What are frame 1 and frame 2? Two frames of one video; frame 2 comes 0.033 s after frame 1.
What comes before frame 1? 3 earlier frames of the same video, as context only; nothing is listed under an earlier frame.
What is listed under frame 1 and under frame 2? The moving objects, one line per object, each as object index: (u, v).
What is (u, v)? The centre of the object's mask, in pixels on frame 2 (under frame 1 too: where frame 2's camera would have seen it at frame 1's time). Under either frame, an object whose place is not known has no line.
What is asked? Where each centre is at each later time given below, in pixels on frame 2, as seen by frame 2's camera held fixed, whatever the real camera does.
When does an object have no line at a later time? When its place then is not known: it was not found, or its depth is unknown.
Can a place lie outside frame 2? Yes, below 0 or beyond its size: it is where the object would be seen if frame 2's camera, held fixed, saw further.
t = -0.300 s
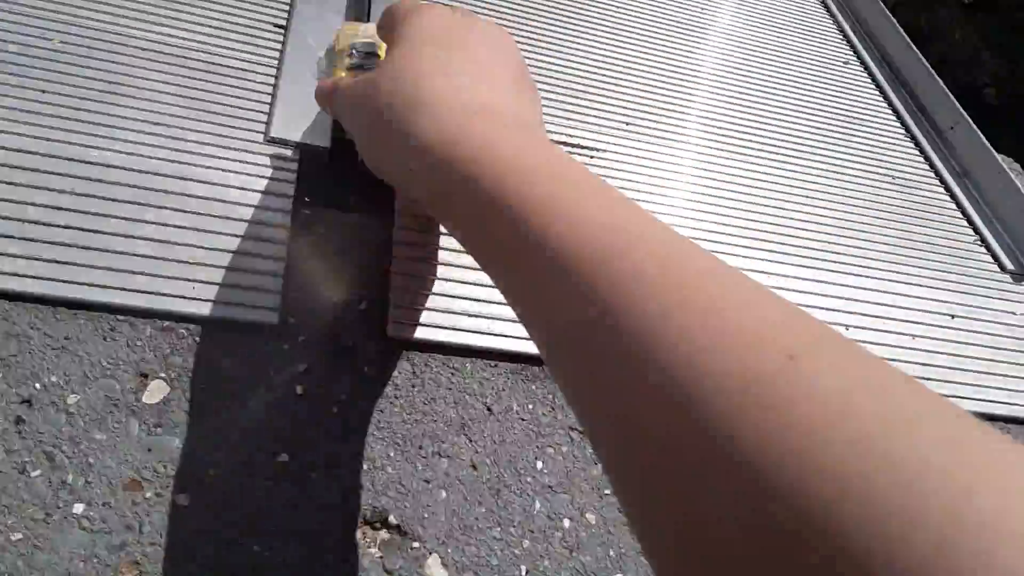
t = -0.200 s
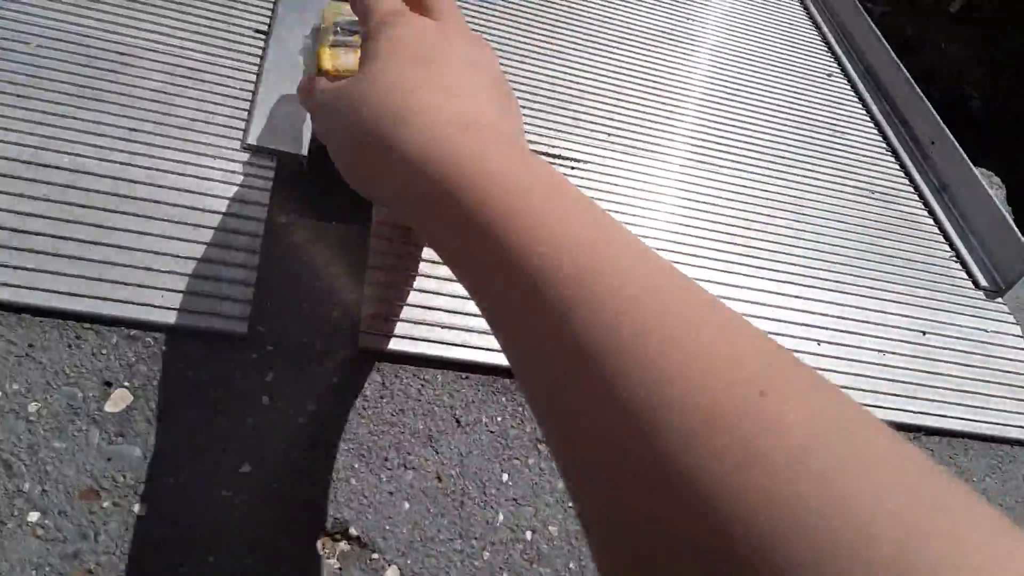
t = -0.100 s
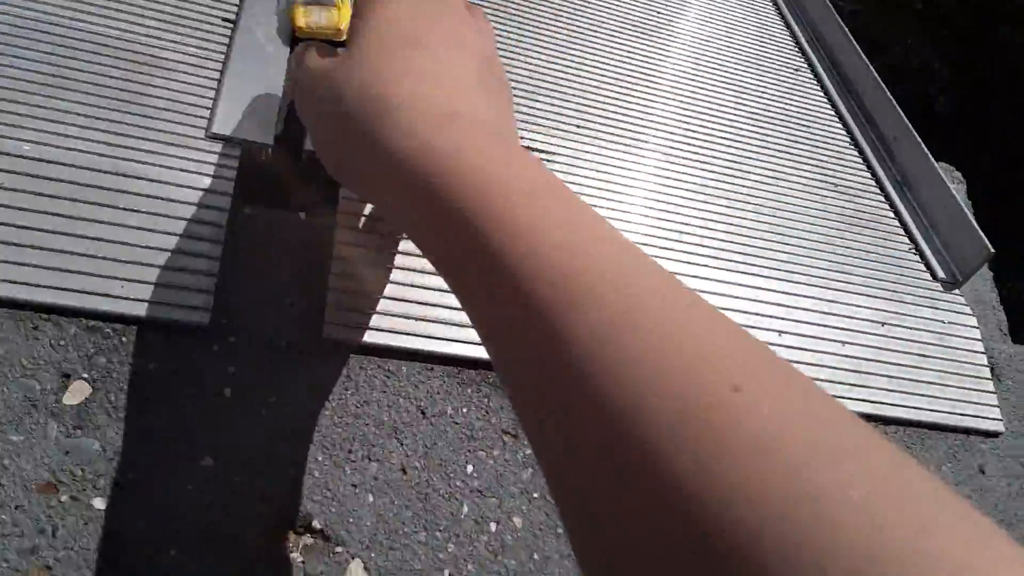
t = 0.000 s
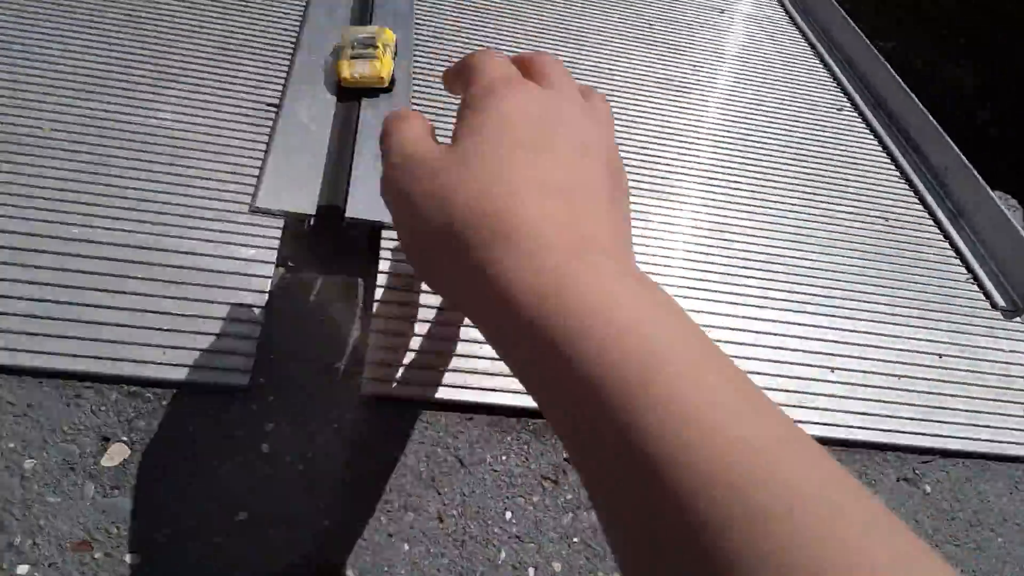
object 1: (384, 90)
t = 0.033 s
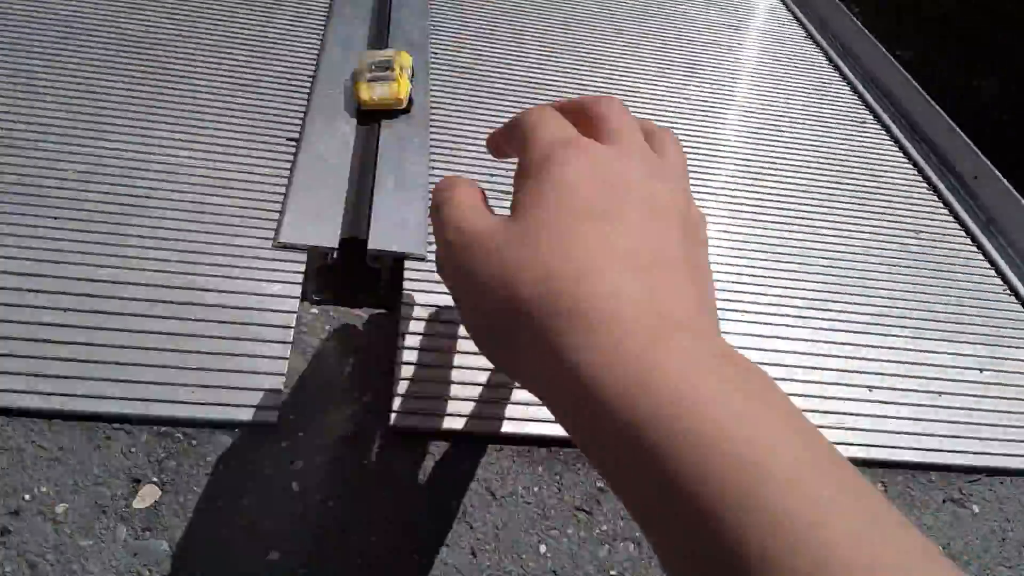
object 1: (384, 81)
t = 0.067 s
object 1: (384, 73)
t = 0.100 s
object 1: (385, 65)
